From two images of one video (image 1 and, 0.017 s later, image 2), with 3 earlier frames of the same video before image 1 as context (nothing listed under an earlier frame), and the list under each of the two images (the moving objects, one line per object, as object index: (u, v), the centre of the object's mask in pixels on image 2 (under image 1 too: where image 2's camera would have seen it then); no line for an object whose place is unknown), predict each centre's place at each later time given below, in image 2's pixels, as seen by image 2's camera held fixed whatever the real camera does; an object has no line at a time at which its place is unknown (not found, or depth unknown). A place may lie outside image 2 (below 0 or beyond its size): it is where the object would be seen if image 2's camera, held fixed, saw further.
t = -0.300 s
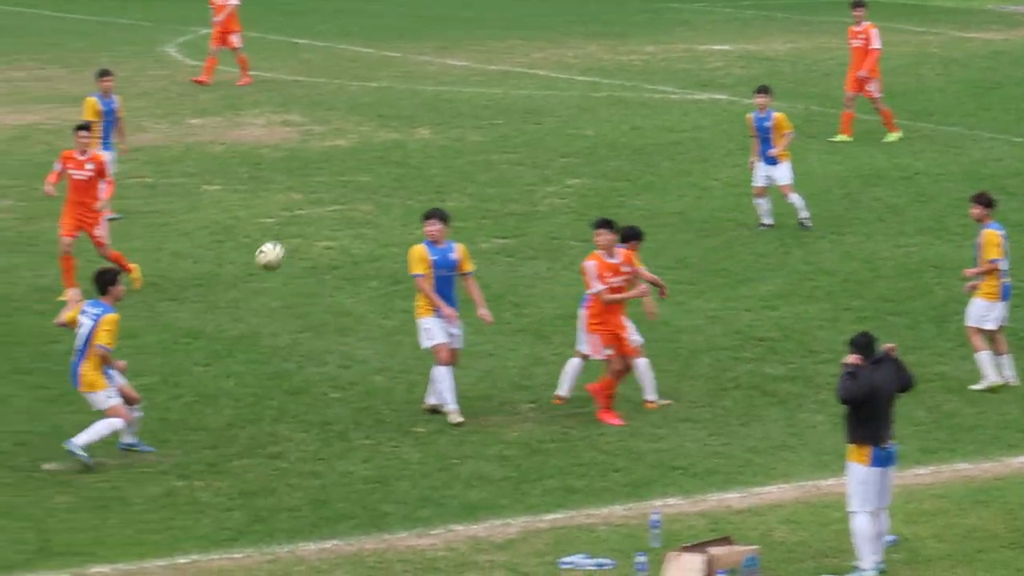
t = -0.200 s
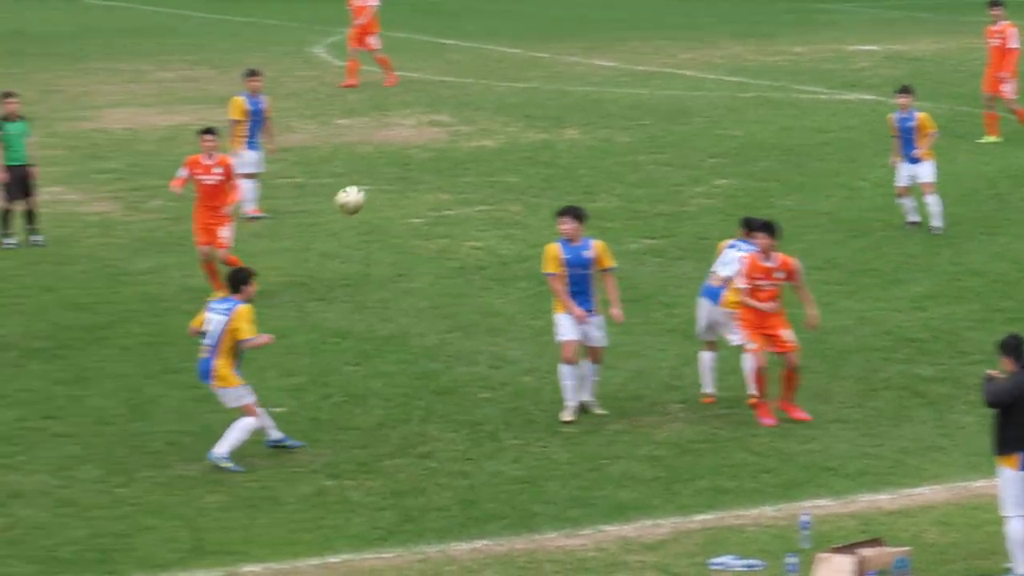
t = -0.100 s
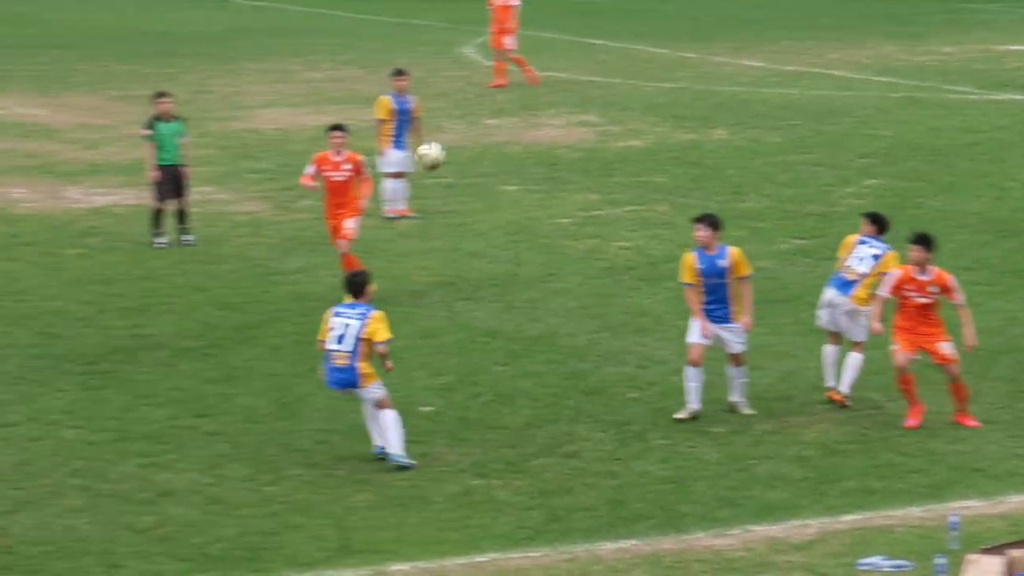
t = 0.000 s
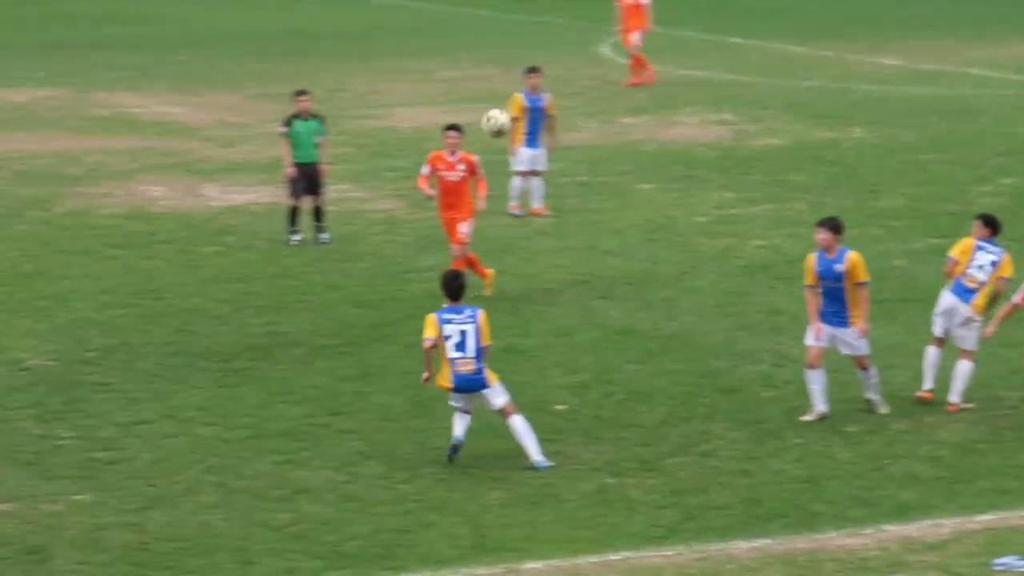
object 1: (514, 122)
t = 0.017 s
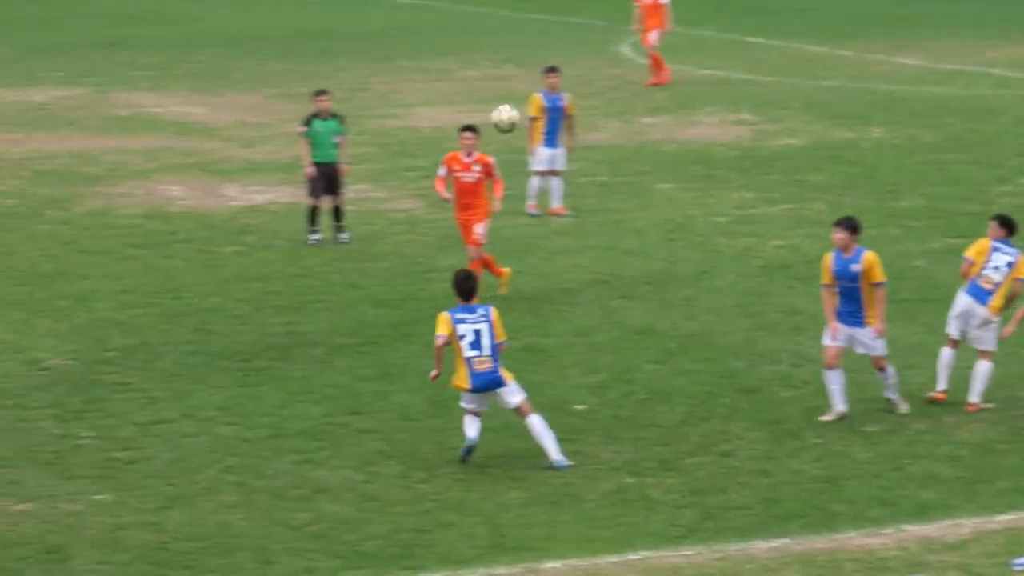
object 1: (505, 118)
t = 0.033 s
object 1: (495, 115)
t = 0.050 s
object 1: (486, 112)
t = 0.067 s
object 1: (473, 109)
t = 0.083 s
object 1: (464, 106)
